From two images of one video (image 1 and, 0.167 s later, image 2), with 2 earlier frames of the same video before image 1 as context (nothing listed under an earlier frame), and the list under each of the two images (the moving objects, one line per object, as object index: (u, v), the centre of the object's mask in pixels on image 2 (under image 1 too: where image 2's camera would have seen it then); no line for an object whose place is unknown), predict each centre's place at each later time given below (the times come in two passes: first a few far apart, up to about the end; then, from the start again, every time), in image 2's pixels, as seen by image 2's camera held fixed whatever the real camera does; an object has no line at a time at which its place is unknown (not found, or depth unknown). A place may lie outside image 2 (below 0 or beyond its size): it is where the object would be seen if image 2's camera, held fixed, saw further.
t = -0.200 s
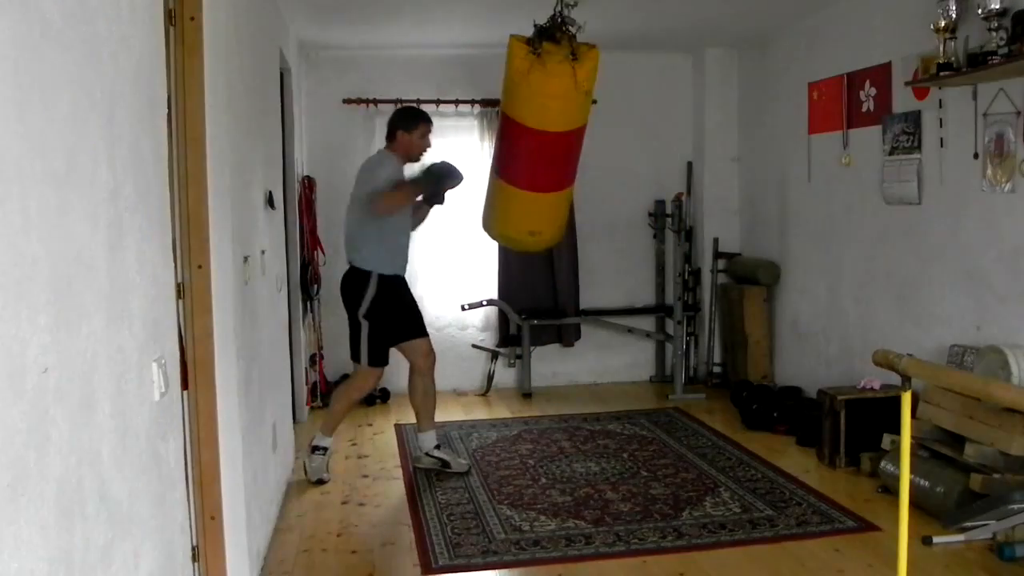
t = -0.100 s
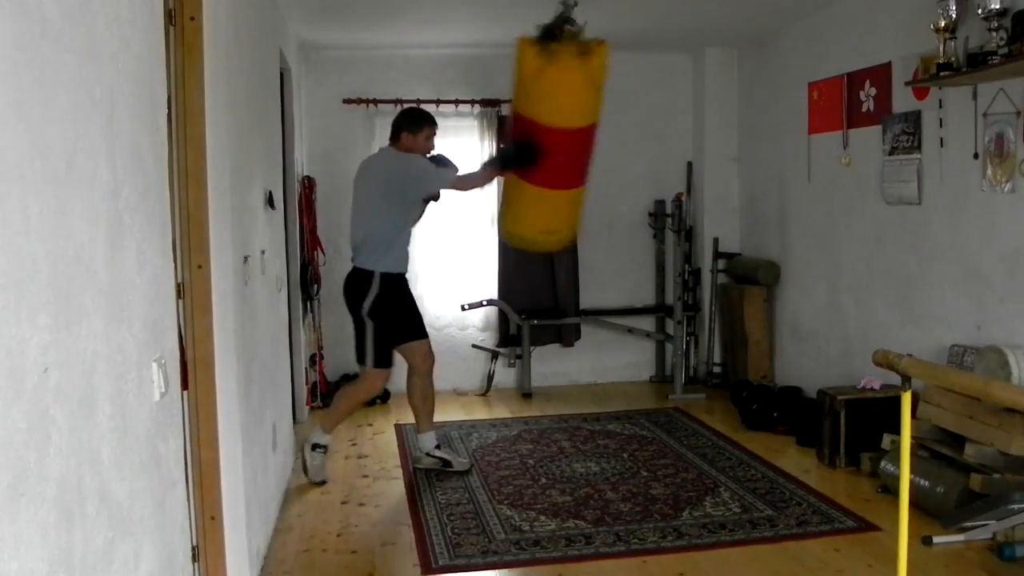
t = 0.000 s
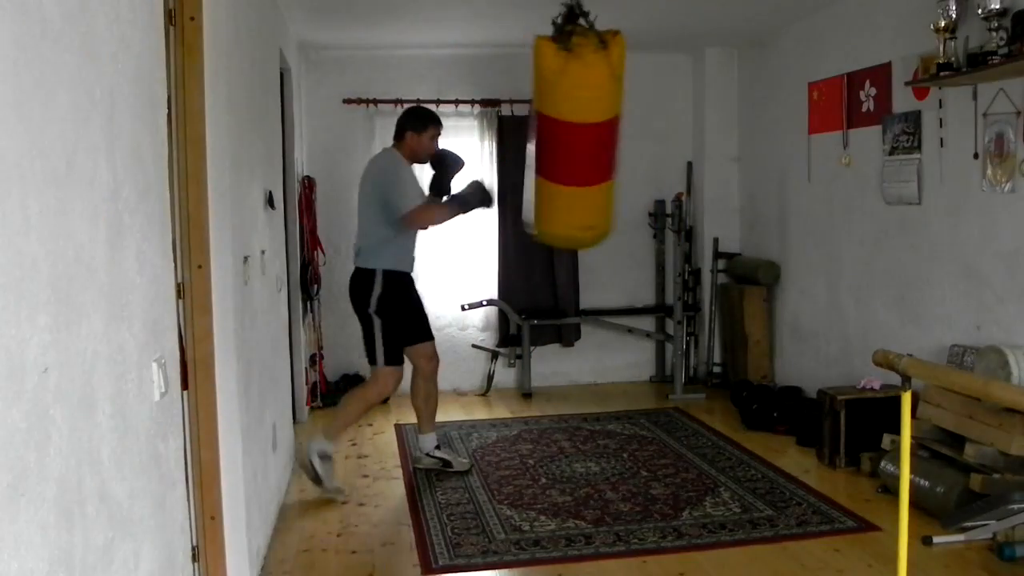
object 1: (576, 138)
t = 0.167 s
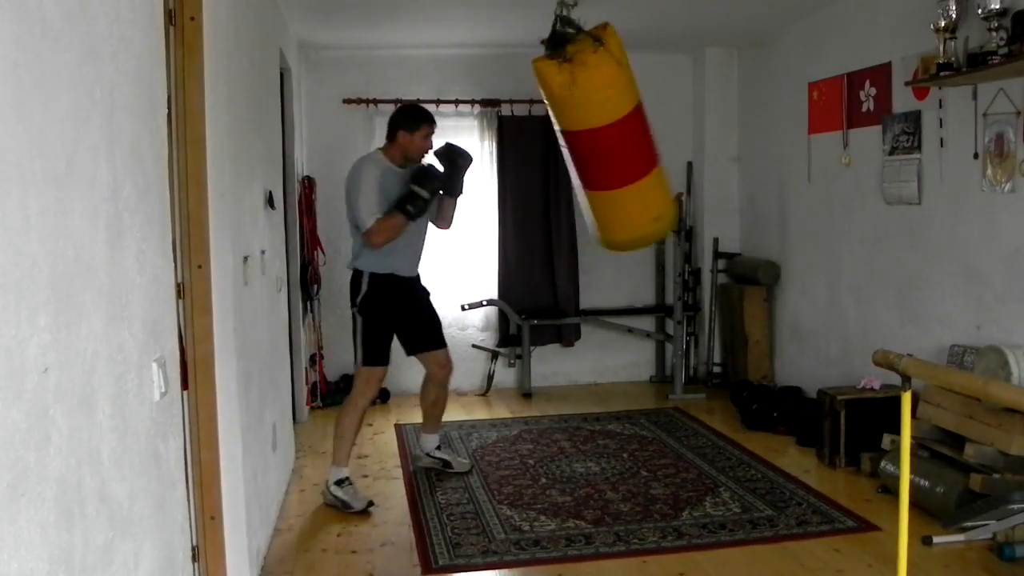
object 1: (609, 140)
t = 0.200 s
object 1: (616, 141)
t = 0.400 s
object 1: (651, 146)
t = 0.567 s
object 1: (649, 147)
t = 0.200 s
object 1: (616, 141)
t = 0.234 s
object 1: (623, 142)
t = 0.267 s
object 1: (630, 144)
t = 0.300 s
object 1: (638, 146)
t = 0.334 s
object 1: (644, 147)
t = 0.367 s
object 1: (647, 146)
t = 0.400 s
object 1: (651, 146)
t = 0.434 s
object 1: (653, 147)
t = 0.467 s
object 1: (654, 148)
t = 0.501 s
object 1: (654, 149)
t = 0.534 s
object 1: (652, 149)
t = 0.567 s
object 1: (649, 147)
